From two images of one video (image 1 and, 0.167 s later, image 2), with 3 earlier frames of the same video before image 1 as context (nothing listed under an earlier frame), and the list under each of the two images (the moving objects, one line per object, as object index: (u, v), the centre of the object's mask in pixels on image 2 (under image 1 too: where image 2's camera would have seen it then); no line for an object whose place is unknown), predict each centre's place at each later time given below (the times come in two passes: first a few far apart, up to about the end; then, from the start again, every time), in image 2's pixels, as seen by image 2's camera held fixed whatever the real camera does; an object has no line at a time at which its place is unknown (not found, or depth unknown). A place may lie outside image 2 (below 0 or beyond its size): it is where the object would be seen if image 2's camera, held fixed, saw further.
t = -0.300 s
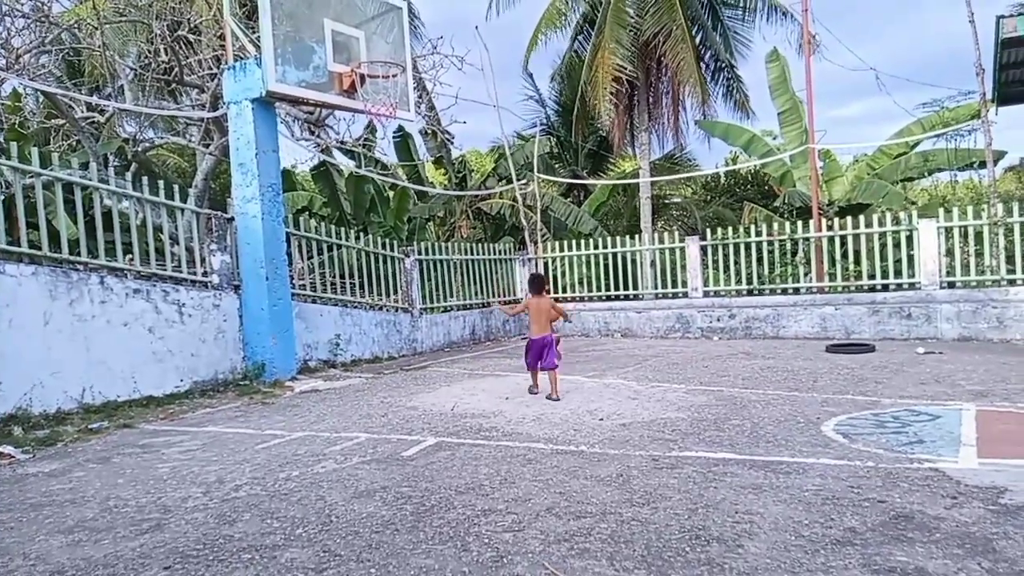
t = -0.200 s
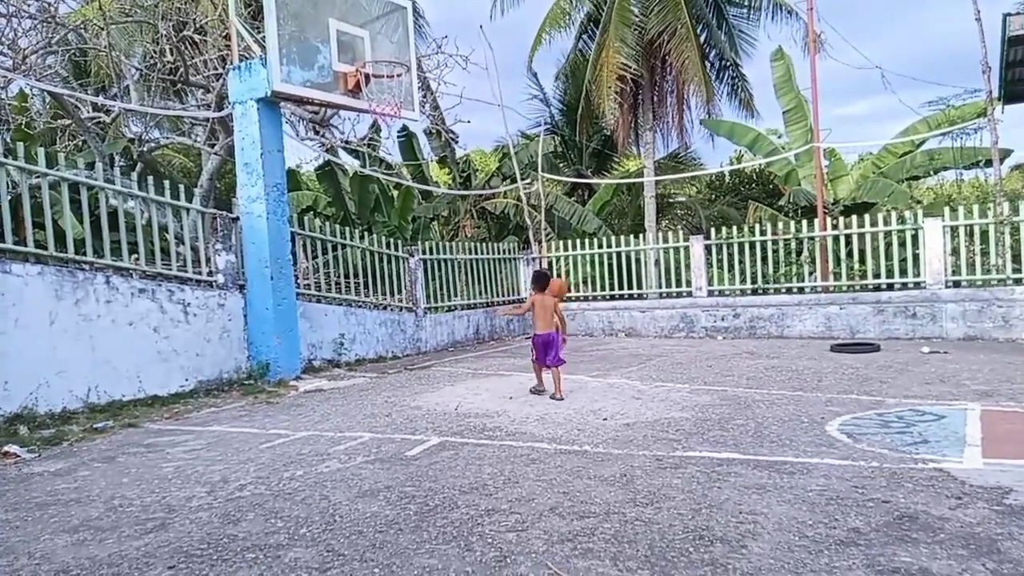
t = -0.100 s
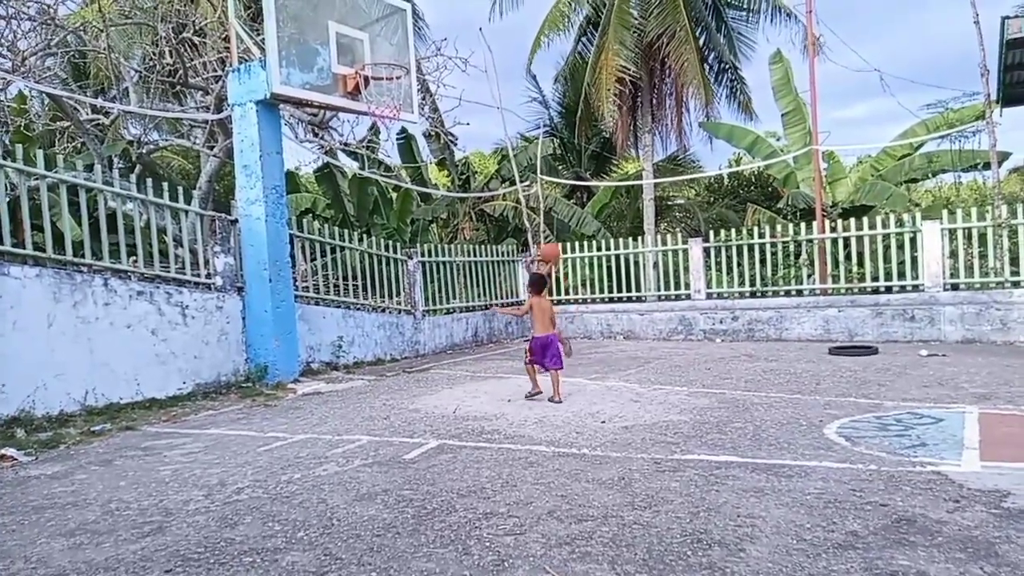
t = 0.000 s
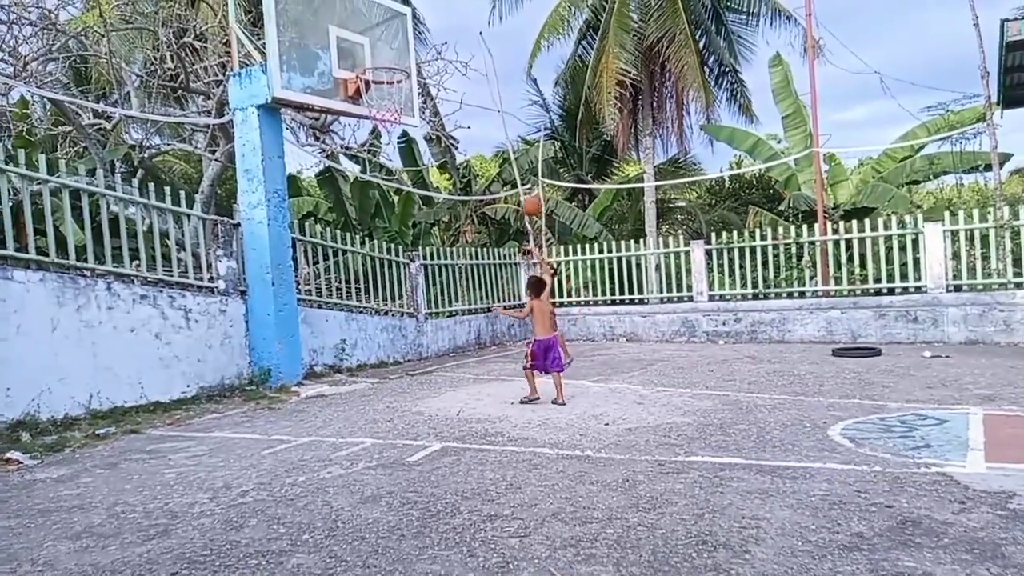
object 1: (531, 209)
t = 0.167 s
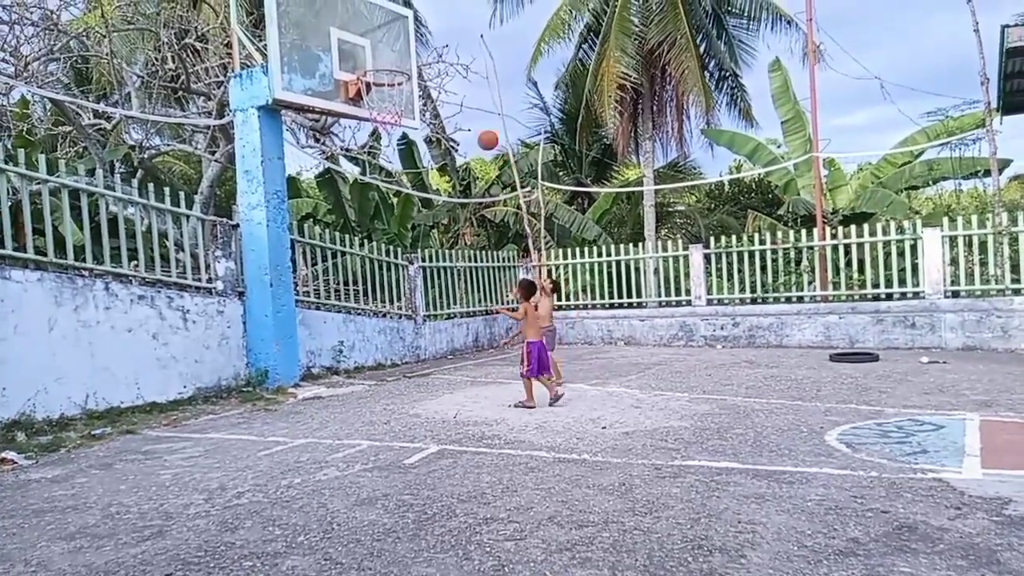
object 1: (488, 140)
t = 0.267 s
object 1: (462, 109)
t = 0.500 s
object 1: (405, 70)
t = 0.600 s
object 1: (383, 72)
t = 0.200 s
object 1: (479, 129)
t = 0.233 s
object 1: (471, 118)
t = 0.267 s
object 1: (462, 109)
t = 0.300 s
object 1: (454, 101)
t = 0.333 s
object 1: (446, 93)
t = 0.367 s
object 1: (438, 86)
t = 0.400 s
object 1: (429, 81)
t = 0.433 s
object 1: (421, 77)
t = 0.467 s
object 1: (413, 73)
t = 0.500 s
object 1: (405, 70)
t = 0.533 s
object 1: (396, 70)
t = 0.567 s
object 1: (387, 71)
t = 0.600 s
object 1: (383, 72)
